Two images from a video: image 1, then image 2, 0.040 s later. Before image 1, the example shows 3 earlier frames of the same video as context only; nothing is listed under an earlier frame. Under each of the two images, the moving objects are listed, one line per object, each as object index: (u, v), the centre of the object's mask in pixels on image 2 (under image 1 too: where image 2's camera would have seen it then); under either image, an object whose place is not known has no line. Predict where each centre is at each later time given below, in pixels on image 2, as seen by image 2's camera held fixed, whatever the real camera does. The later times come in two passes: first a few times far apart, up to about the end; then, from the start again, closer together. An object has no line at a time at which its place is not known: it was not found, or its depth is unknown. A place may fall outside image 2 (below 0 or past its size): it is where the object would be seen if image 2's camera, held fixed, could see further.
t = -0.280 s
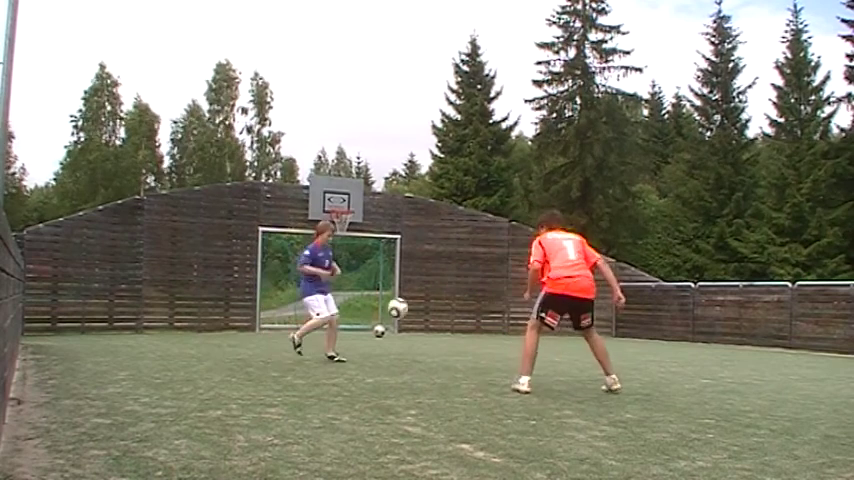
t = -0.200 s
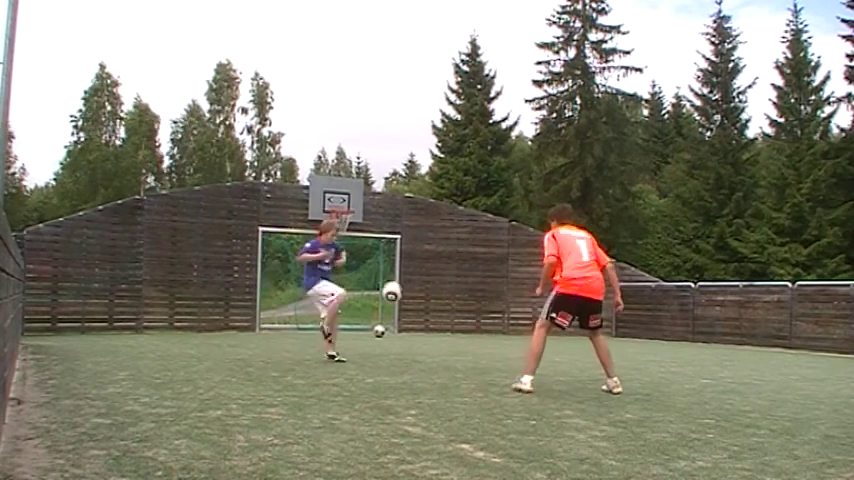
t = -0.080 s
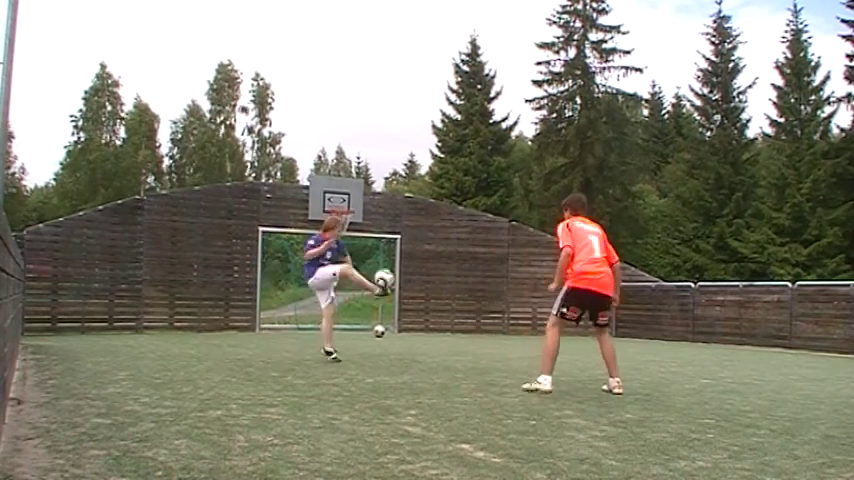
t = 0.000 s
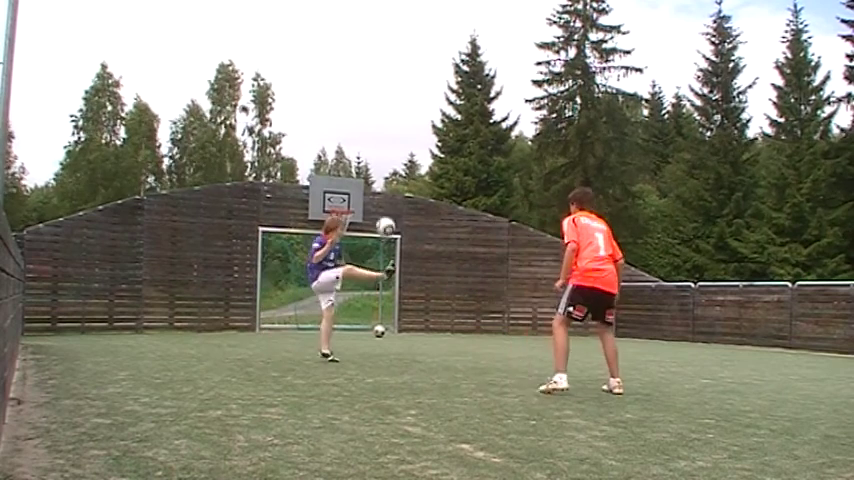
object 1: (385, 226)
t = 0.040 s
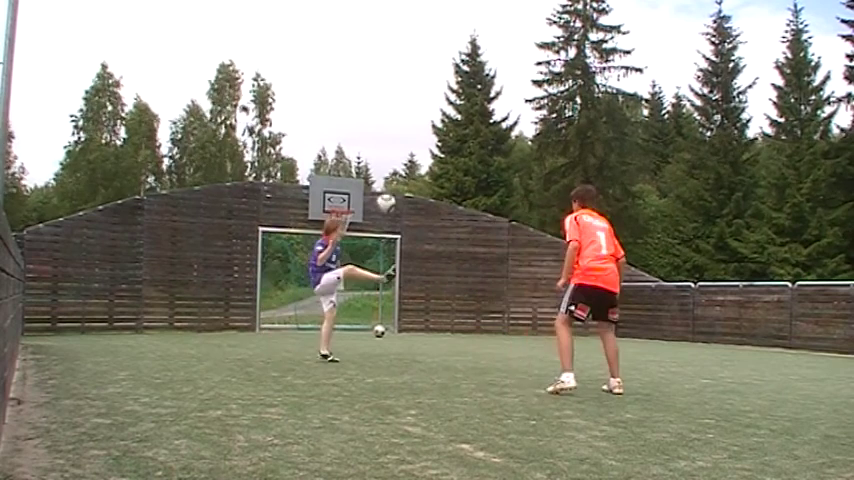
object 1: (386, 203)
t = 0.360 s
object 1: (389, 83)
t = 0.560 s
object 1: (389, 55)
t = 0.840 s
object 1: (388, 68)
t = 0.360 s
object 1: (389, 83)
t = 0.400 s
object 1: (389, 74)
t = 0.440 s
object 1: (390, 68)
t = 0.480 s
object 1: (389, 62)
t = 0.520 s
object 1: (389, 58)
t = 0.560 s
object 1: (389, 55)
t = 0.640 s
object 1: (389, 54)
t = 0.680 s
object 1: (389, 54)
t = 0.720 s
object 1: (389, 57)
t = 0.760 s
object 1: (388, 59)
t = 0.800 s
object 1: (389, 62)
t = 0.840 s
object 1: (388, 68)
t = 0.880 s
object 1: (388, 74)
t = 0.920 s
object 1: (388, 81)
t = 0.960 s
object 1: (388, 89)
